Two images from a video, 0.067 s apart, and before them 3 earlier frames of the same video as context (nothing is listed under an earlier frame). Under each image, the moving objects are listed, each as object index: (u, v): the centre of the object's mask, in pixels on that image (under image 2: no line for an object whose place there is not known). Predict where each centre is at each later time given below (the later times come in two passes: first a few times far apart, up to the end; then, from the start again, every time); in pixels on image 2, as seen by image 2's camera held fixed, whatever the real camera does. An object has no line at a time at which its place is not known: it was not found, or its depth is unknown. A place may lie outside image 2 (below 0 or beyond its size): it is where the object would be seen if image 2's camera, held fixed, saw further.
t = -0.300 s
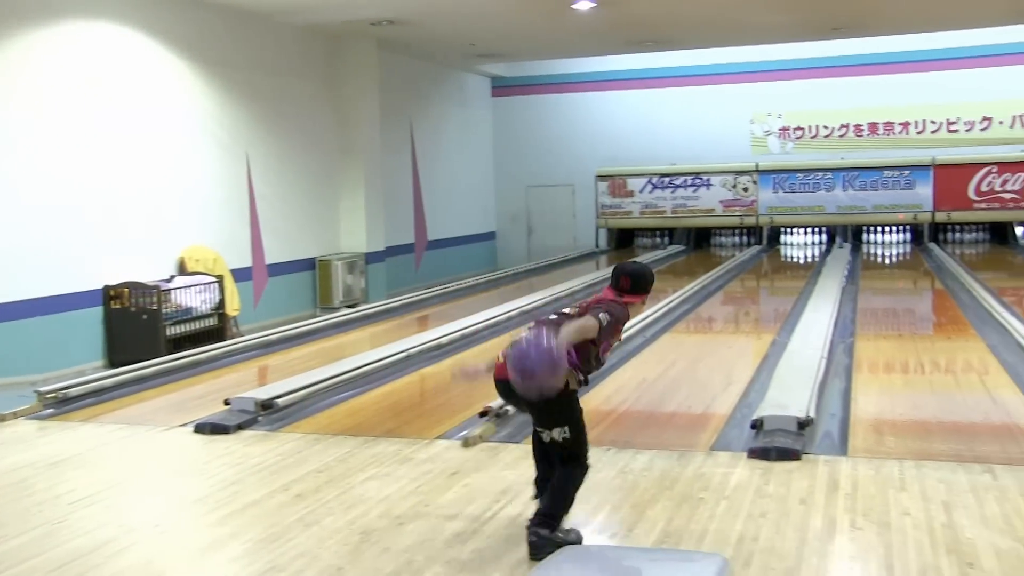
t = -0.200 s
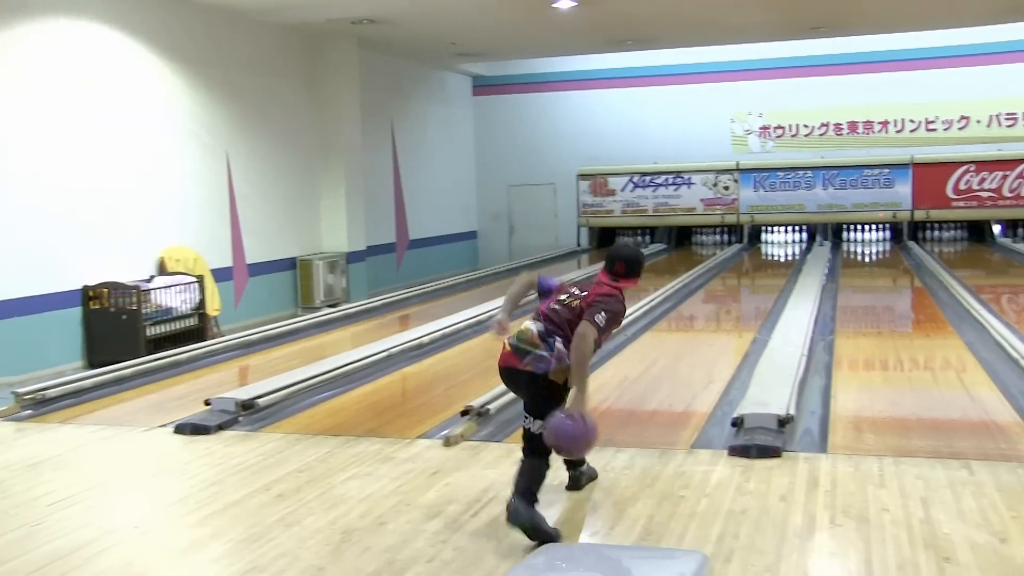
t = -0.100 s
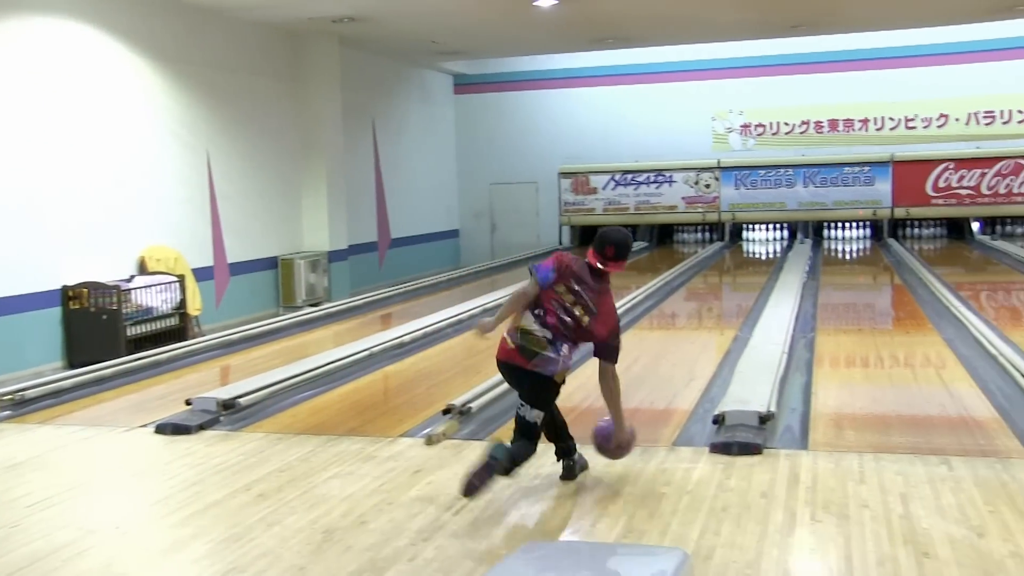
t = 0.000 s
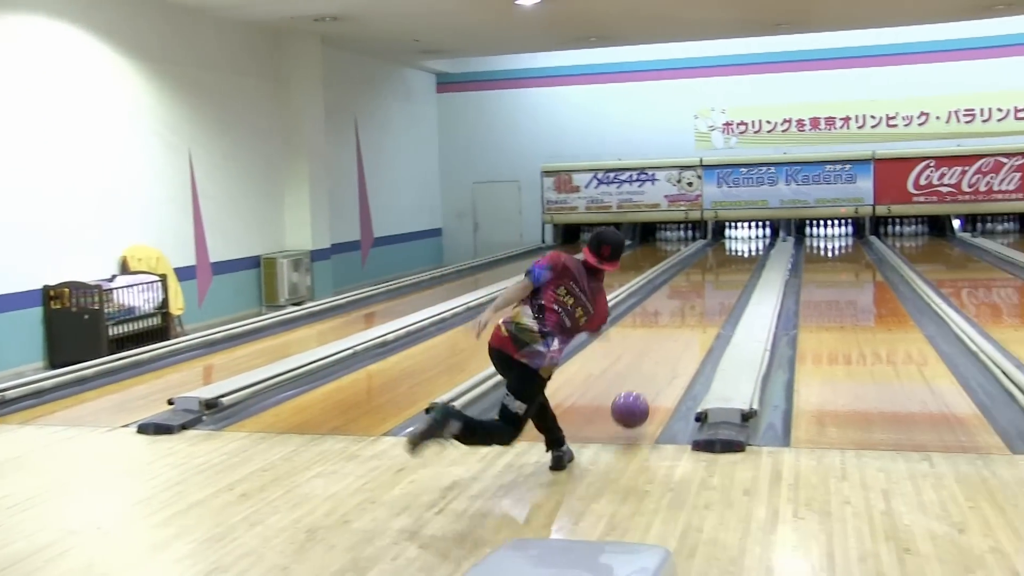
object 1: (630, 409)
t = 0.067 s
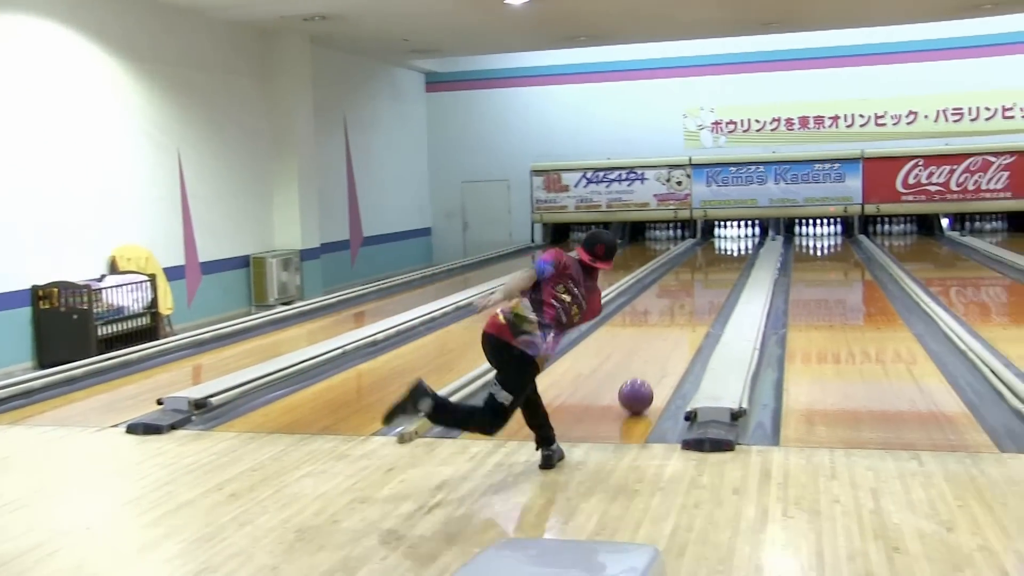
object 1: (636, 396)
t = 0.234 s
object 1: (665, 359)
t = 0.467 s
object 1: (693, 323)
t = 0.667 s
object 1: (708, 303)
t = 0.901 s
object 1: (722, 284)
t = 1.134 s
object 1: (731, 270)
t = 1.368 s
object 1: (737, 260)
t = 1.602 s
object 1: (741, 251)
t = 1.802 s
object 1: (742, 246)
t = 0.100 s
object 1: (642, 387)
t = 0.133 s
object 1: (649, 379)
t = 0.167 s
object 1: (655, 372)
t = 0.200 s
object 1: (660, 365)
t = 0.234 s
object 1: (665, 359)
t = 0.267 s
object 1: (670, 353)
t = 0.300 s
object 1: (674, 347)
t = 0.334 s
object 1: (679, 341)
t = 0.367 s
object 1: (683, 336)
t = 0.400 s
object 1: (686, 332)
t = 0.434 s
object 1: (690, 327)
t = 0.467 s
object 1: (693, 323)
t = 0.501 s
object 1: (696, 319)
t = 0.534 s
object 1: (699, 316)
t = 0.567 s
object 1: (701, 312)
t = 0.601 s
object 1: (704, 309)
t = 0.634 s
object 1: (706, 306)
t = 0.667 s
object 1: (708, 303)
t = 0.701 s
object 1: (711, 300)
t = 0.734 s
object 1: (713, 297)
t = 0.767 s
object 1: (715, 295)
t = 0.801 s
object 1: (717, 291)
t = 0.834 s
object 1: (718, 289)
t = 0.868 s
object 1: (720, 287)
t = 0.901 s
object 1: (722, 284)
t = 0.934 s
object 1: (723, 282)
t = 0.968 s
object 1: (725, 279)
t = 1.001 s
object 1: (726, 278)
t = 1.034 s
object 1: (727, 275)
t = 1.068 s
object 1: (729, 274)
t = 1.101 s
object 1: (729, 272)
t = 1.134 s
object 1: (731, 270)
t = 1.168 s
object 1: (732, 268)
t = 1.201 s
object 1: (733, 266)
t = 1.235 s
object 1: (734, 265)
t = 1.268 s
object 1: (735, 263)
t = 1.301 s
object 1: (736, 262)
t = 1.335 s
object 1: (737, 261)
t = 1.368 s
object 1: (737, 260)
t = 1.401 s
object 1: (738, 258)
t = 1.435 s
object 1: (739, 257)
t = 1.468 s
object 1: (739, 256)
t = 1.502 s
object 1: (739, 255)
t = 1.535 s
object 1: (740, 254)
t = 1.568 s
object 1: (740, 252)
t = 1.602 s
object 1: (741, 251)
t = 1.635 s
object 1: (741, 250)
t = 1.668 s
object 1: (742, 248)
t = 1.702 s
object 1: (742, 248)
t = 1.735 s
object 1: (742, 247)
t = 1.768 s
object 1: (742, 246)
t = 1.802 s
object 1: (742, 246)
